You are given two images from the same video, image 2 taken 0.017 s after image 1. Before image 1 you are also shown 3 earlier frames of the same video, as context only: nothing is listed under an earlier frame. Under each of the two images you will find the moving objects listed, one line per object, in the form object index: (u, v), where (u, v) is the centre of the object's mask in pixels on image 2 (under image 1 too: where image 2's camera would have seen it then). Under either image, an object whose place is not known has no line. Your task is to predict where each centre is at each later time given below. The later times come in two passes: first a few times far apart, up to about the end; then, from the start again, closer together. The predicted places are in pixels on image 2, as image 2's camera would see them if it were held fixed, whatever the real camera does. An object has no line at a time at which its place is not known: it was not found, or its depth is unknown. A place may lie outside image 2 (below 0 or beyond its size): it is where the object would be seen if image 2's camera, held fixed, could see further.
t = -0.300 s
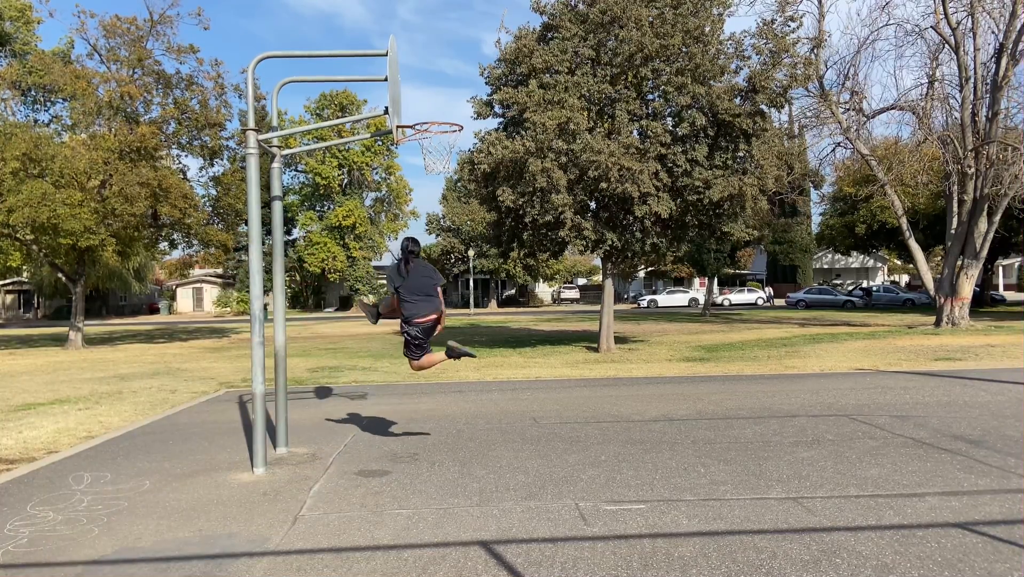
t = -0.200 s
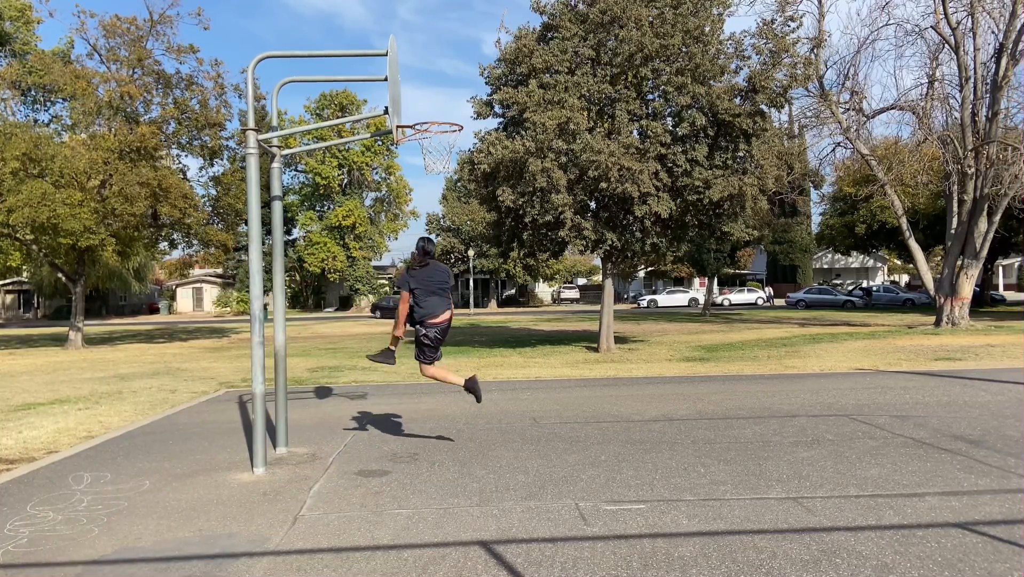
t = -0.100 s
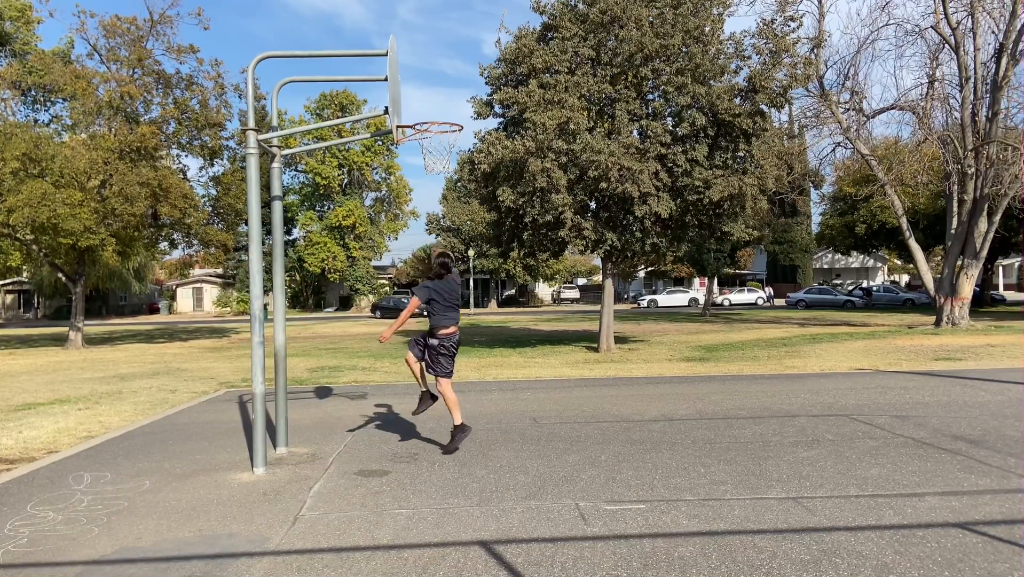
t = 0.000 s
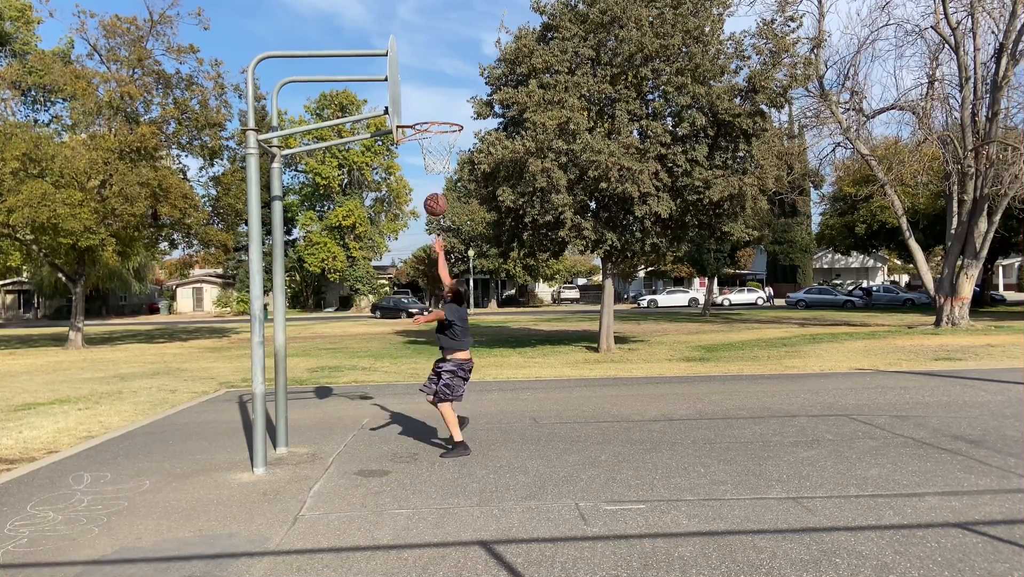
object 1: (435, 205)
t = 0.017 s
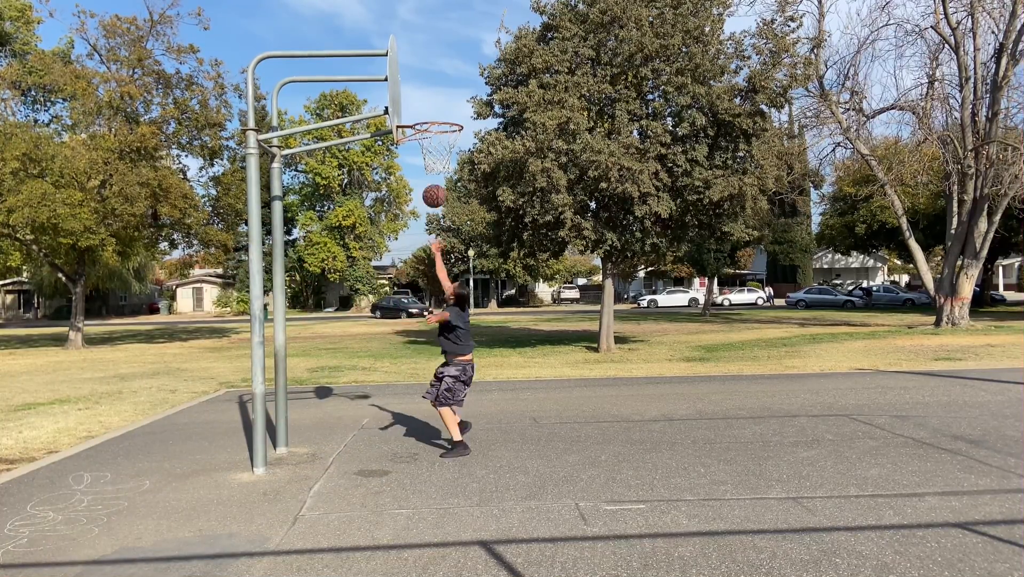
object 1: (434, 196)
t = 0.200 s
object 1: (419, 115)
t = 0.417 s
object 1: (416, 69)
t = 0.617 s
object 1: (428, 76)
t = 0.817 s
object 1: (441, 124)
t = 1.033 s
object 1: (447, 199)
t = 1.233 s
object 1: (450, 301)
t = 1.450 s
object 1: (454, 438)
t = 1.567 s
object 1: (446, 366)
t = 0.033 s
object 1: (433, 187)
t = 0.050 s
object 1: (431, 180)
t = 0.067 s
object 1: (429, 172)
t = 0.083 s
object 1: (428, 164)
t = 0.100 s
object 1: (427, 156)
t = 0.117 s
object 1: (425, 149)
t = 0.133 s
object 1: (424, 142)
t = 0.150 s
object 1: (423, 135)
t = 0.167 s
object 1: (422, 127)
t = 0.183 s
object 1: (421, 121)
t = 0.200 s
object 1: (419, 115)
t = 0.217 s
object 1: (418, 110)
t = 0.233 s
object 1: (417, 104)
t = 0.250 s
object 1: (415, 99)
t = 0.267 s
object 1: (414, 94)
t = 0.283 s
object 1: (412, 89)
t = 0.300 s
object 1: (411, 85)
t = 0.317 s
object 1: (411, 81)
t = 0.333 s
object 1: (412, 79)
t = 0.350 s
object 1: (413, 76)
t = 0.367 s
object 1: (414, 74)
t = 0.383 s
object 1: (414, 72)
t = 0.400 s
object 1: (416, 71)
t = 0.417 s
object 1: (416, 69)
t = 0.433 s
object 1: (417, 69)
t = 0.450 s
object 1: (418, 68)
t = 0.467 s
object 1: (419, 67)
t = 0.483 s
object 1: (420, 67)
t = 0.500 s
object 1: (421, 67)
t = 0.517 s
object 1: (422, 68)
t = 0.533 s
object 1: (423, 68)
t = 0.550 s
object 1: (424, 69)
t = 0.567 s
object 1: (425, 70)
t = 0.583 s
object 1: (426, 72)
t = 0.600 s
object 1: (427, 74)
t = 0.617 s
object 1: (428, 76)
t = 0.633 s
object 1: (429, 78)
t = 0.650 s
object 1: (430, 81)
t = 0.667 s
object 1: (431, 84)
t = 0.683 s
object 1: (432, 87)
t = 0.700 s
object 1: (434, 91)
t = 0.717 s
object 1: (435, 94)
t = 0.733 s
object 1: (436, 99)
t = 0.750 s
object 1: (437, 103)
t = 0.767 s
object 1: (438, 108)
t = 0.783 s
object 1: (439, 112)
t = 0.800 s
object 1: (440, 118)
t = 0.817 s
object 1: (441, 124)
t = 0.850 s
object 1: (444, 136)
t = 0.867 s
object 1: (445, 142)
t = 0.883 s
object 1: (446, 148)
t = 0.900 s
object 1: (447, 154)
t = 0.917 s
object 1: (447, 158)
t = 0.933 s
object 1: (447, 164)
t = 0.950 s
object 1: (447, 168)
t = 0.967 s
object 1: (447, 175)
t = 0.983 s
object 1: (447, 180)
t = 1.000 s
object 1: (447, 186)
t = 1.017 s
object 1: (447, 192)
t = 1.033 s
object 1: (447, 199)
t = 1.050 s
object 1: (447, 206)
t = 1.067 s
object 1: (448, 213)
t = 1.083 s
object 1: (448, 221)
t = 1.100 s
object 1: (448, 229)
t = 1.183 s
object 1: (450, 272)
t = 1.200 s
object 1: (450, 281)
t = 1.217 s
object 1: (450, 291)
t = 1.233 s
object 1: (450, 301)
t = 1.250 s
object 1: (451, 312)
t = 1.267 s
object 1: (451, 323)
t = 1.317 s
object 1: (452, 356)
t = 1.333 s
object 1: (452, 368)
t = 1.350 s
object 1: (453, 380)
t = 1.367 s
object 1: (453, 393)
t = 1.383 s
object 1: (453, 406)
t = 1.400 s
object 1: (454, 418)
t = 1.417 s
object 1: (454, 432)
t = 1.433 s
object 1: (455, 446)
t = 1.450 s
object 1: (454, 438)
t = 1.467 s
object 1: (452, 427)
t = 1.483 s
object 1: (452, 415)
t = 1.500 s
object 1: (450, 405)
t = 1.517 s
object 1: (449, 395)
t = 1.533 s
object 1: (448, 384)
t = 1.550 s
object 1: (447, 374)
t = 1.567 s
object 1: (446, 366)
